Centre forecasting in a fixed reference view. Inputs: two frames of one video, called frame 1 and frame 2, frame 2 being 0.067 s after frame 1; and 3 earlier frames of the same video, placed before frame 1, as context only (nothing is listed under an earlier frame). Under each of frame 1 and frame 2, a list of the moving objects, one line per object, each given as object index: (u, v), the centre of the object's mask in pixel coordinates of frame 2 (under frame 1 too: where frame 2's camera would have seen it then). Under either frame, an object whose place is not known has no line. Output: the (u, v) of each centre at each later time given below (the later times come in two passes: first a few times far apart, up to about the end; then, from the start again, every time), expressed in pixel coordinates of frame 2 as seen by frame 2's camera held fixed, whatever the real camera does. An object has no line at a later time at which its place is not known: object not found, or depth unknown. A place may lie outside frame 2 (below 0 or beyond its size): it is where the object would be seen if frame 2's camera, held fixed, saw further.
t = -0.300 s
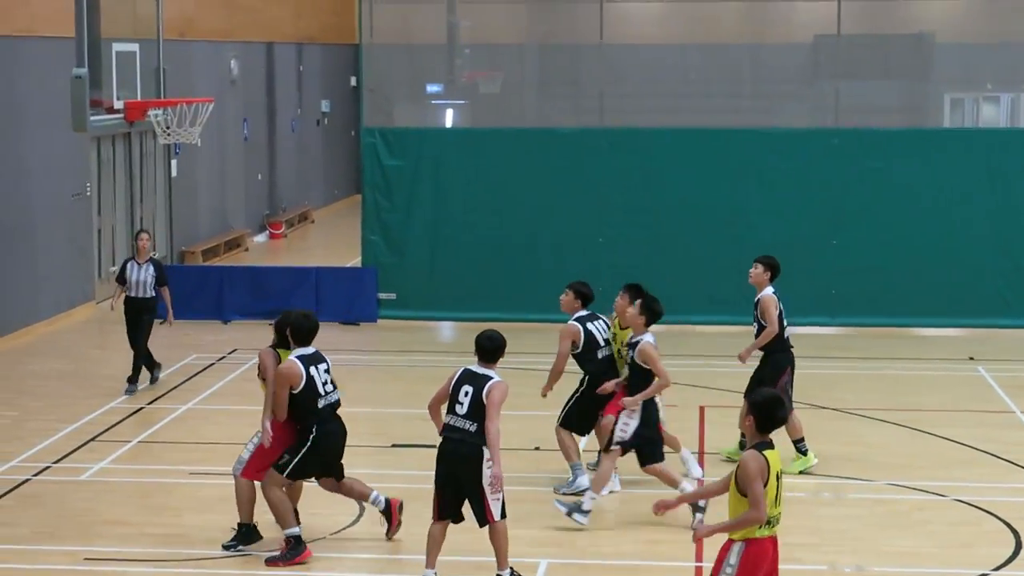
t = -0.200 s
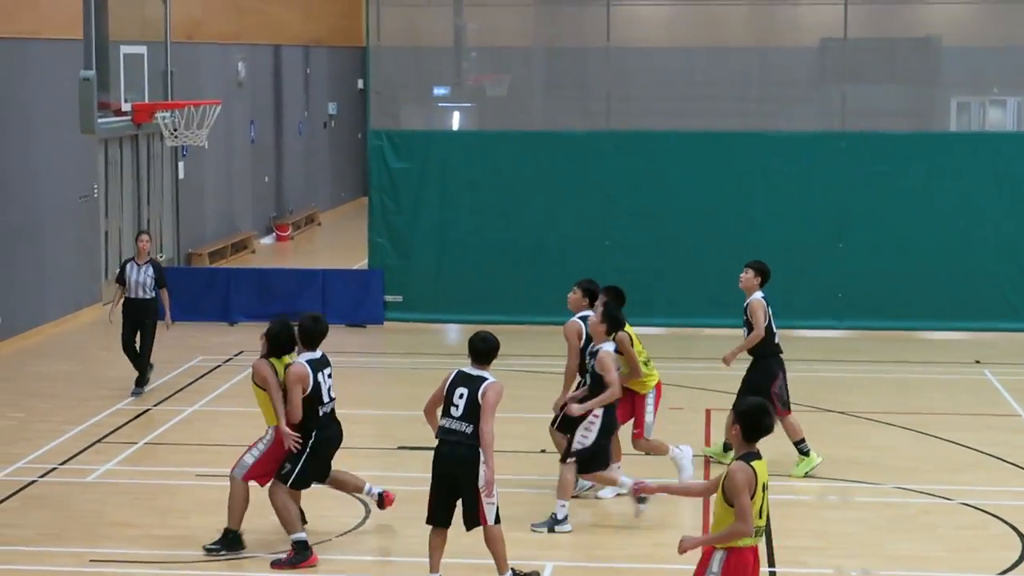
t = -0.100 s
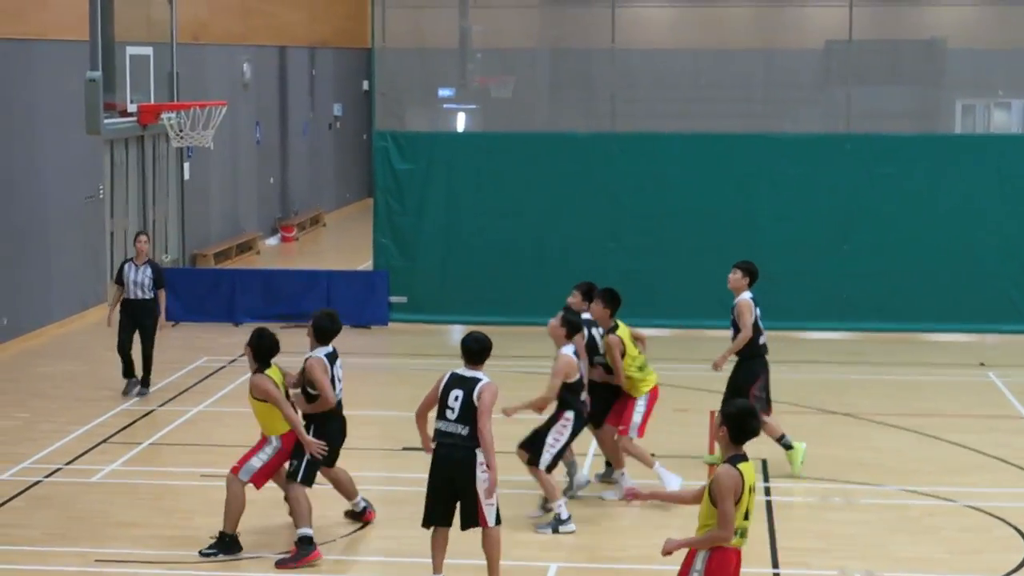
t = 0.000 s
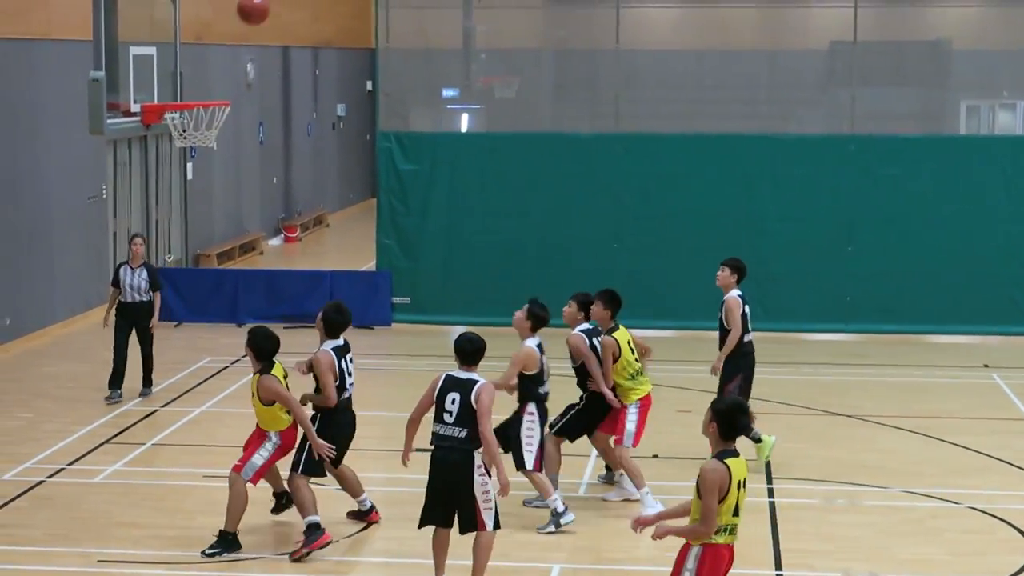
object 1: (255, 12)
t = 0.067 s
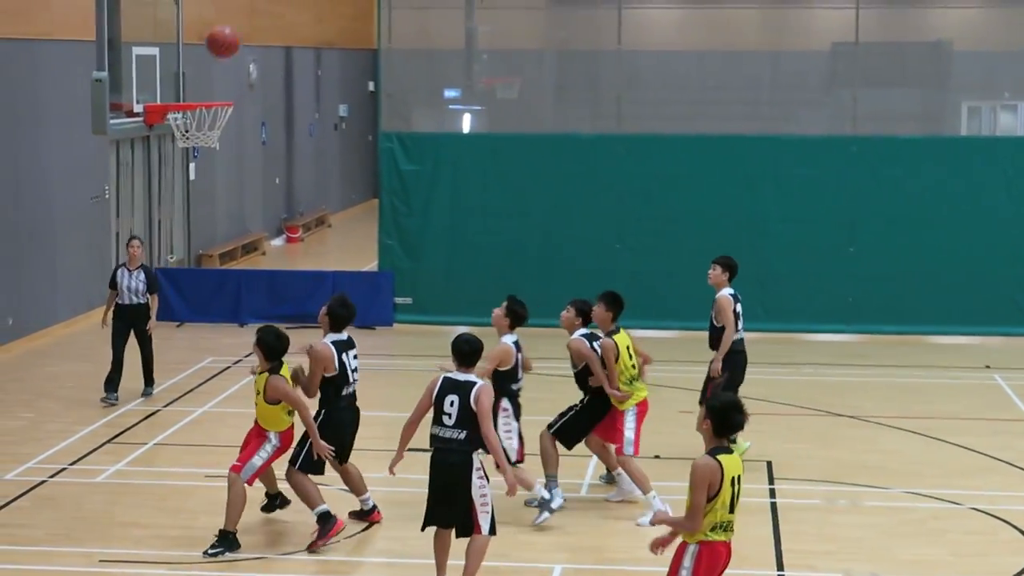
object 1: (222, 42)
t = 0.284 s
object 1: (211, 68)
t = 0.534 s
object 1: (308, 85)
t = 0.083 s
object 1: (214, 51)
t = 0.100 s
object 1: (206, 60)
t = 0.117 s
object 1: (198, 70)
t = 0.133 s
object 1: (190, 80)
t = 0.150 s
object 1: (182, 89)
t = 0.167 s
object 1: (176, 88)
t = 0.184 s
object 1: (172, 86)
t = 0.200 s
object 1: (178, 82)
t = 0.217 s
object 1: (185, 79)
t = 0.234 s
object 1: (191, 75)
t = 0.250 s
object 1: (198, 73)
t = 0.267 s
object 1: (204, 70)
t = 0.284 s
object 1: (211, 68)
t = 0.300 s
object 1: (217, 67)
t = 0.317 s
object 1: (224, 66)
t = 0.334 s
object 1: (230, 65)
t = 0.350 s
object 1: (237, 65)
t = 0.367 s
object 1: (243, 65)
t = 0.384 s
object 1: (250, 65)
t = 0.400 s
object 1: (256, 66)
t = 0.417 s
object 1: (262, 68)
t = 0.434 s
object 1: (269, 68)
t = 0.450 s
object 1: (275, 70)
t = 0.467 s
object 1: (282, 73)
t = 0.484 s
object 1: (288, 75)
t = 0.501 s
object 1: (295, 78)
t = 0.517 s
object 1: (301, 81)
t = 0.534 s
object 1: (308, 85)
